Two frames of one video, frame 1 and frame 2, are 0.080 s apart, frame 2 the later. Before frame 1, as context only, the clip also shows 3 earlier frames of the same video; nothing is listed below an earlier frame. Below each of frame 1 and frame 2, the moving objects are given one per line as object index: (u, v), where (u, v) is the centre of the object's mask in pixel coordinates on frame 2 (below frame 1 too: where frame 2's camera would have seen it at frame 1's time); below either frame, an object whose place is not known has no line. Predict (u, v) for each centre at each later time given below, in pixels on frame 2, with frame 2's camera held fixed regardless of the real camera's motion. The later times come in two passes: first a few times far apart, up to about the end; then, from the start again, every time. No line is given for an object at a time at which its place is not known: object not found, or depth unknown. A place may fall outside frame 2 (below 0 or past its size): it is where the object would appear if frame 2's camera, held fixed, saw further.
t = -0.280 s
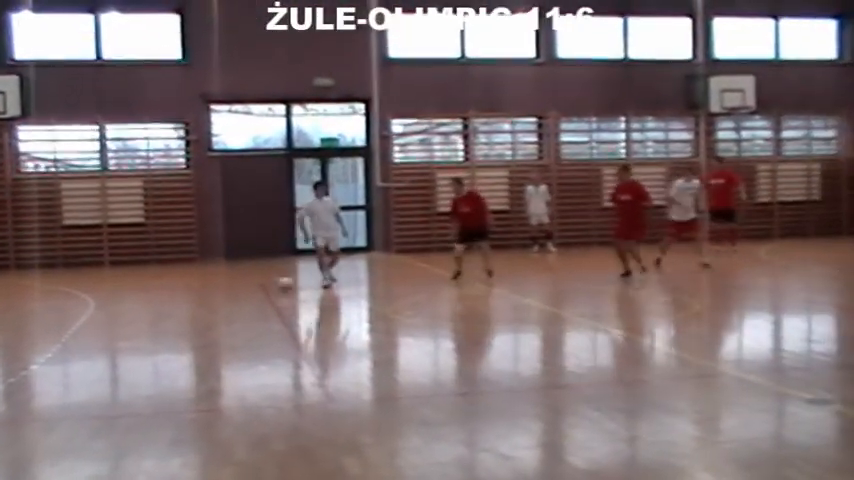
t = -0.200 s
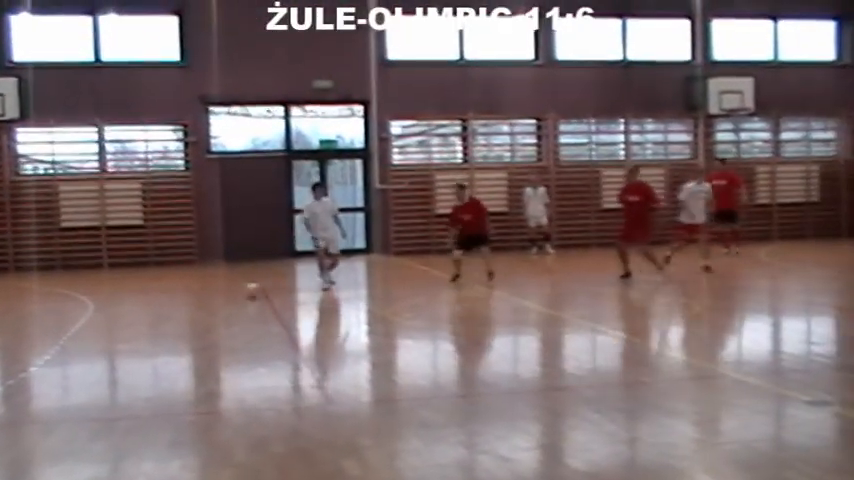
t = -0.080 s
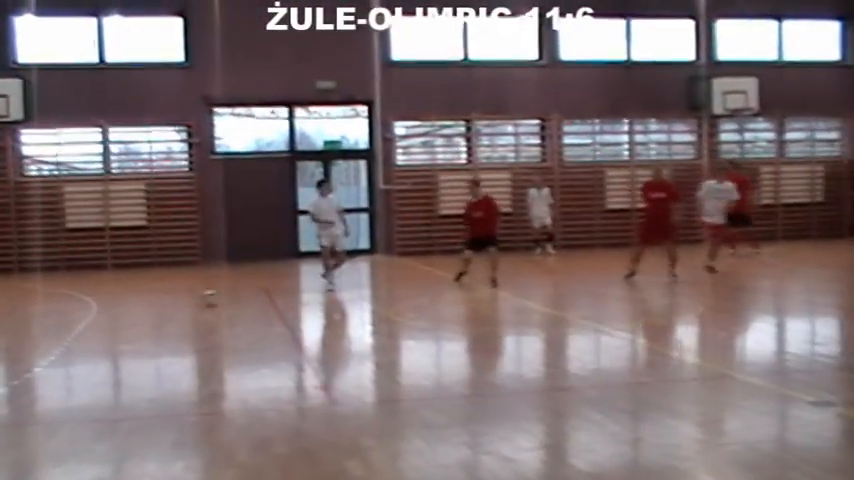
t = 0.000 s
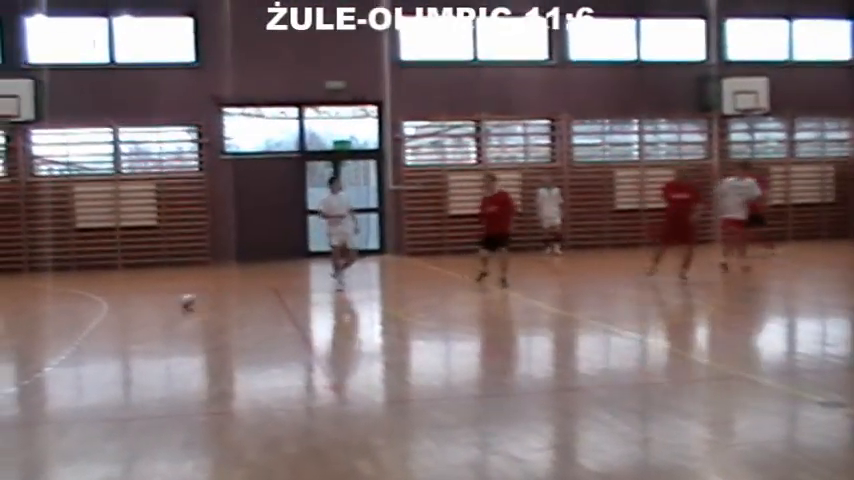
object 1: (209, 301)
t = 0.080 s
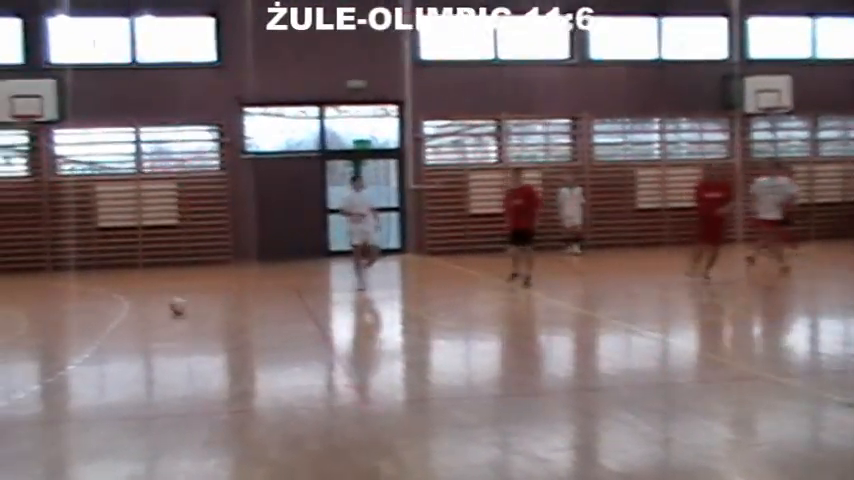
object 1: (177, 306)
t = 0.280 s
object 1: (98, 318)
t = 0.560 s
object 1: (-12, 333)
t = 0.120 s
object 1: (162, 308)
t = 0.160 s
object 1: (146, 310)
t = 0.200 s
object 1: (129, 312)
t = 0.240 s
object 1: (114, 315)
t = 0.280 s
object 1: (98, 318)
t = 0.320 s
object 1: (83, 319)
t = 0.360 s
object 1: (68, 322)
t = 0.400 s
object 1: (52, 324)
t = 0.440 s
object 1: (36, 326)
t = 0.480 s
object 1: (21, 329)
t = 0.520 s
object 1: (5, 331)
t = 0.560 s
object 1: (-12, 333)
